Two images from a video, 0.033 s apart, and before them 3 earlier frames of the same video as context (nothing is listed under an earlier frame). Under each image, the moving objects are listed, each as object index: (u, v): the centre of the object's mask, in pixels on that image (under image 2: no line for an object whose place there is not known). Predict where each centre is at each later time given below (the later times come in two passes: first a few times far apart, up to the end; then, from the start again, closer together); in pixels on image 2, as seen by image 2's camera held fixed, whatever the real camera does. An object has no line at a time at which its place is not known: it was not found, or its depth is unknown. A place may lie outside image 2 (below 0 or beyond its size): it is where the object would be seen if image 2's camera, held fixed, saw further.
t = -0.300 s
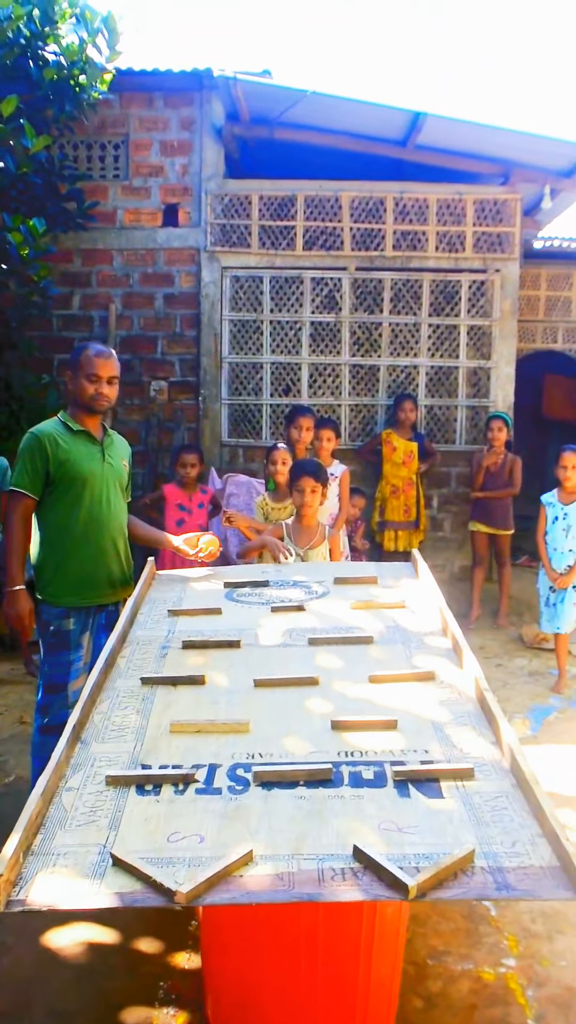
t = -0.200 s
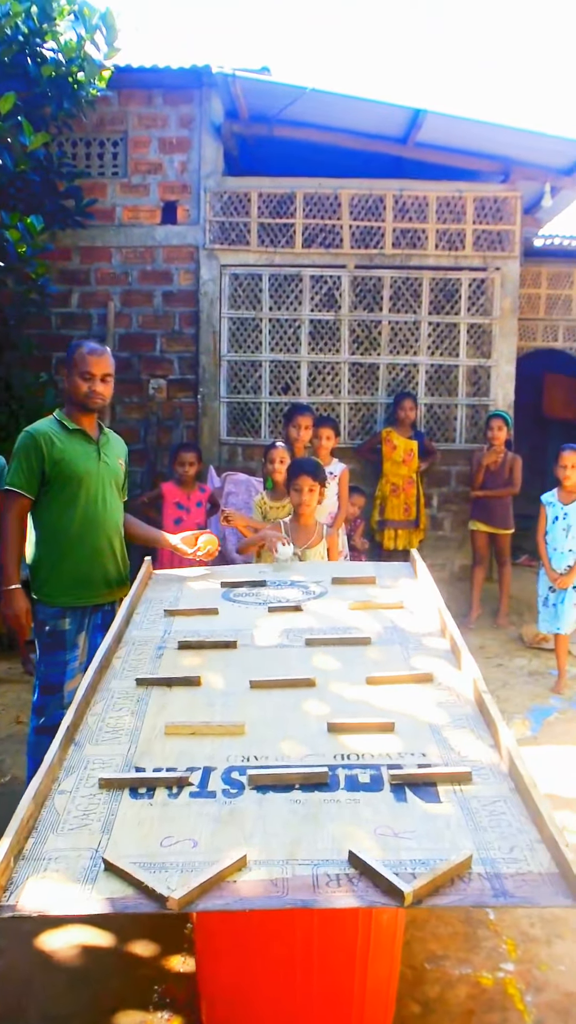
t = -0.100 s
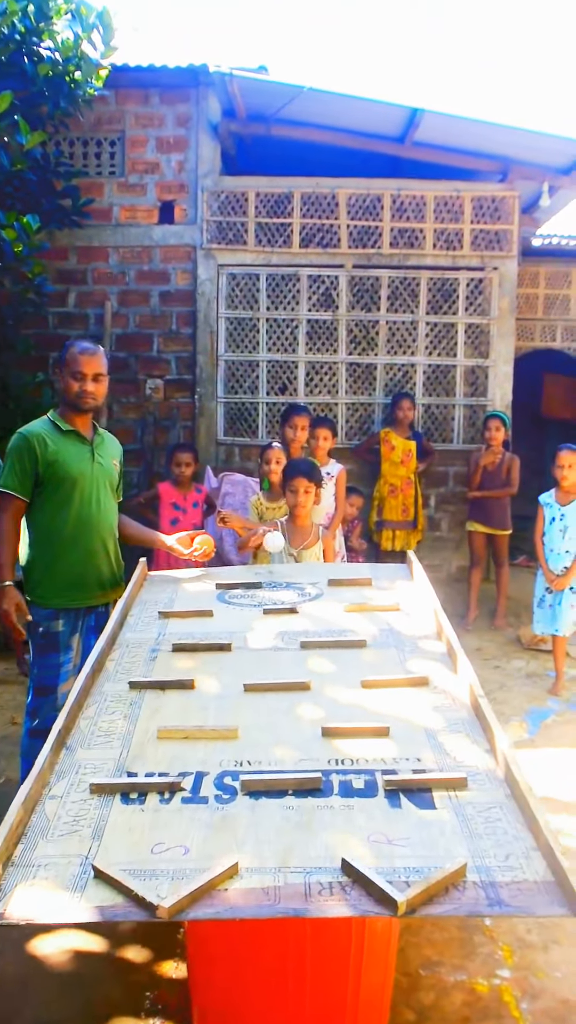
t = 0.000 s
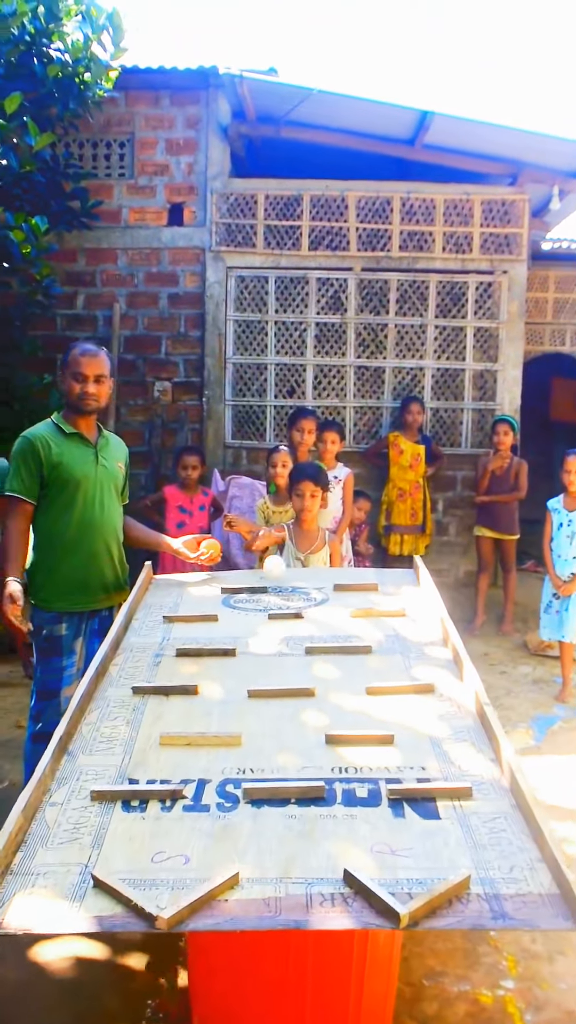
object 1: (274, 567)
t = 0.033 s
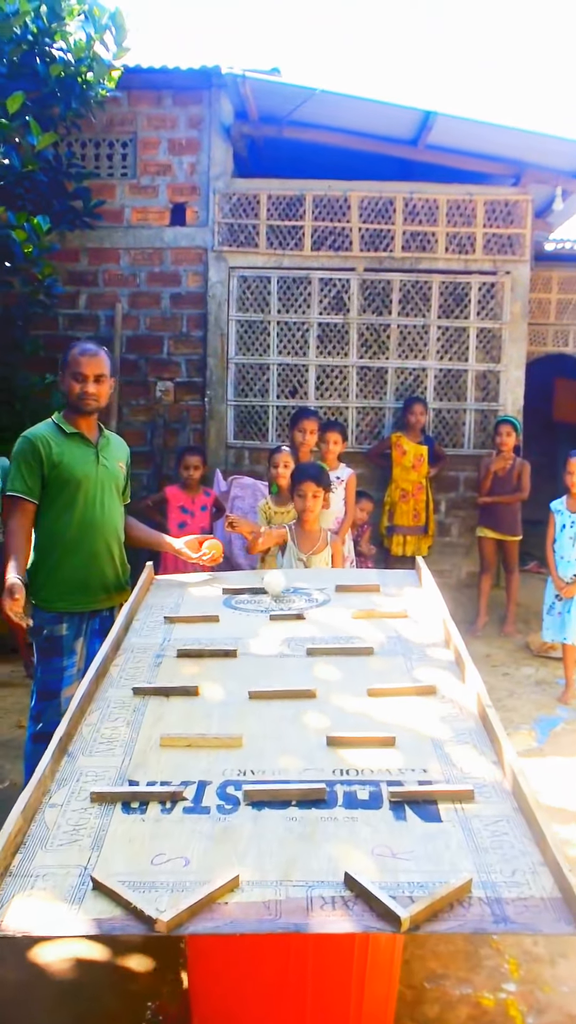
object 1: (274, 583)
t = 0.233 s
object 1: (256, 605)
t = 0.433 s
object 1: (233, 630)
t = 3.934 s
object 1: (126, 675)
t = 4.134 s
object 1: (118, 680)
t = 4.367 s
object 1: (106, 689)
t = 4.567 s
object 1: (99, 704)
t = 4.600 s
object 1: (97, 707)
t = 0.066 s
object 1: (272, 586)
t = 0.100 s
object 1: (269, 587)
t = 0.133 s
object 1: (266, 594)
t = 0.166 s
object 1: (263, 599)
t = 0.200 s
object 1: (259, 601)
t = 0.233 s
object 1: (256, 605)
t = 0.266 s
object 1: (252, 609)
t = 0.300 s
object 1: (249, 612)
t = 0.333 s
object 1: (246, 616)
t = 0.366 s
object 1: (242, 620)
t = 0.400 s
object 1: (237, 626)
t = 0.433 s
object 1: (233, 630)
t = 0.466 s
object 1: (230, 633)
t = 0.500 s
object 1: (225, 635)
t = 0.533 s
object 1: (221, 633)
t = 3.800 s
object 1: (132, 673)
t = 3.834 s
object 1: (131, 674)
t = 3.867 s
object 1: (130, 674)
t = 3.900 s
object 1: (128, 674)
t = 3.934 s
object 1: (126, 675)
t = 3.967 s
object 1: (125, 675)
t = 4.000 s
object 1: (123, 676)
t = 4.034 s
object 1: (122, 677)
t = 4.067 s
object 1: (120, 678)
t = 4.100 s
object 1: (119, 679)
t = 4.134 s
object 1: (118, 680)
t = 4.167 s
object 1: (117, 681)
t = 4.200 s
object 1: (115, 682)
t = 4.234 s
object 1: (113, 683)
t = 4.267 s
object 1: (111, 684)
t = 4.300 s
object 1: (110, 686)
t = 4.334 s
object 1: (108, 687)
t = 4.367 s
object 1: (106, 689)
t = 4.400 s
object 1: (104, 691)
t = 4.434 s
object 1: (104, 694)
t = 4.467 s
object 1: (102, 696)
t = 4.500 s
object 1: (101, 698)
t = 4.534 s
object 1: (100, 701)
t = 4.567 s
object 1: (99, 704)
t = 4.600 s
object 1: (97, 707)
